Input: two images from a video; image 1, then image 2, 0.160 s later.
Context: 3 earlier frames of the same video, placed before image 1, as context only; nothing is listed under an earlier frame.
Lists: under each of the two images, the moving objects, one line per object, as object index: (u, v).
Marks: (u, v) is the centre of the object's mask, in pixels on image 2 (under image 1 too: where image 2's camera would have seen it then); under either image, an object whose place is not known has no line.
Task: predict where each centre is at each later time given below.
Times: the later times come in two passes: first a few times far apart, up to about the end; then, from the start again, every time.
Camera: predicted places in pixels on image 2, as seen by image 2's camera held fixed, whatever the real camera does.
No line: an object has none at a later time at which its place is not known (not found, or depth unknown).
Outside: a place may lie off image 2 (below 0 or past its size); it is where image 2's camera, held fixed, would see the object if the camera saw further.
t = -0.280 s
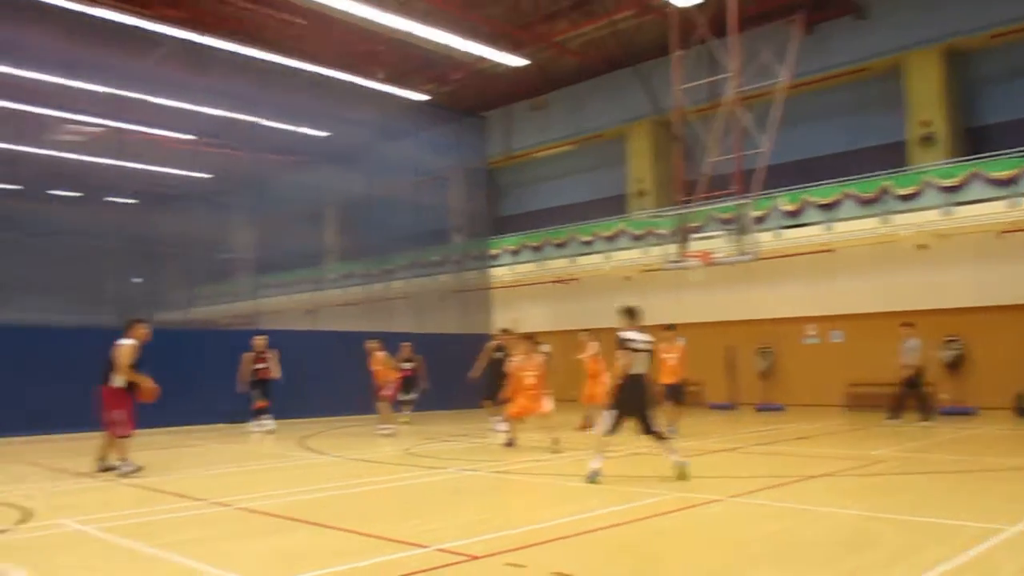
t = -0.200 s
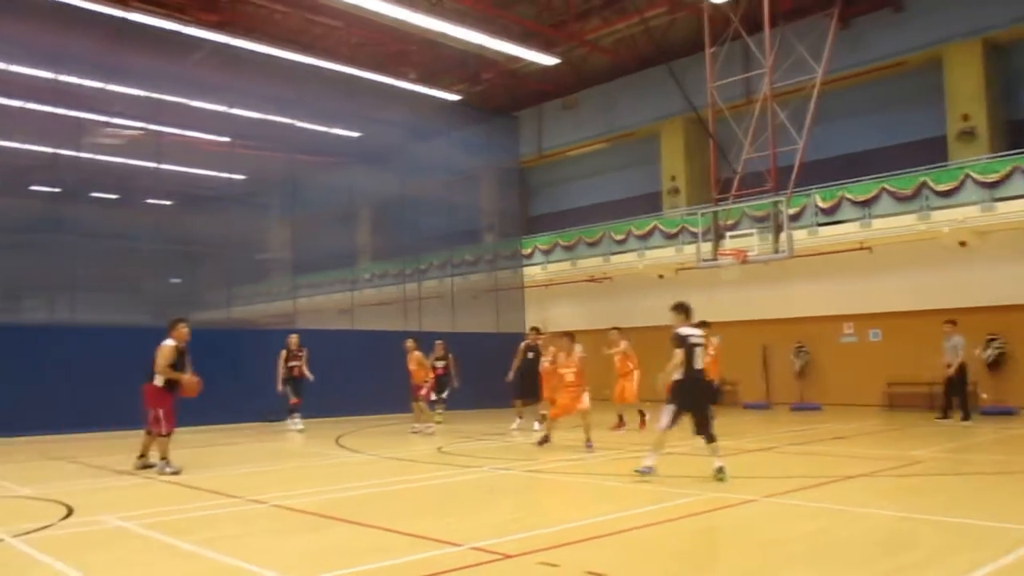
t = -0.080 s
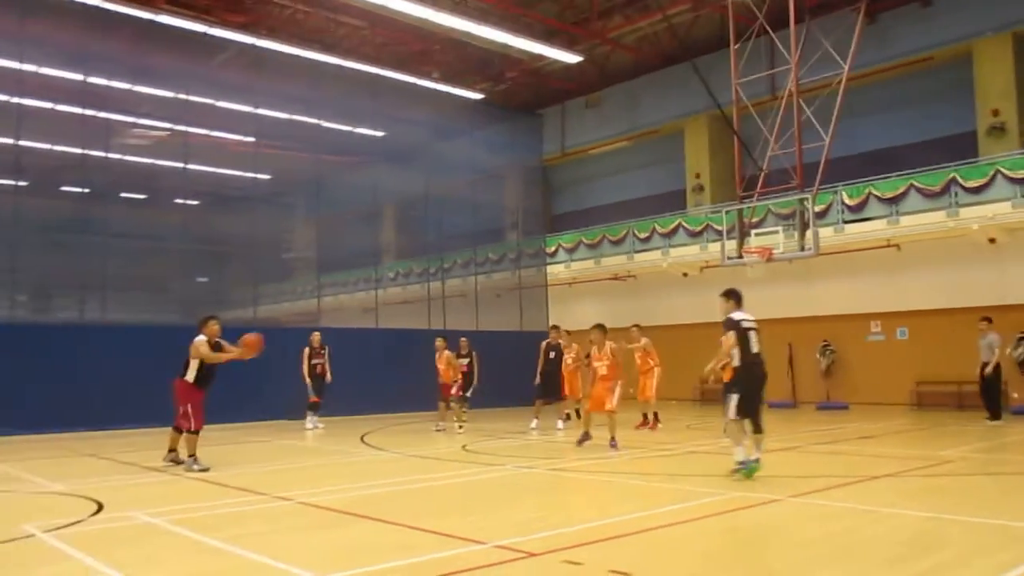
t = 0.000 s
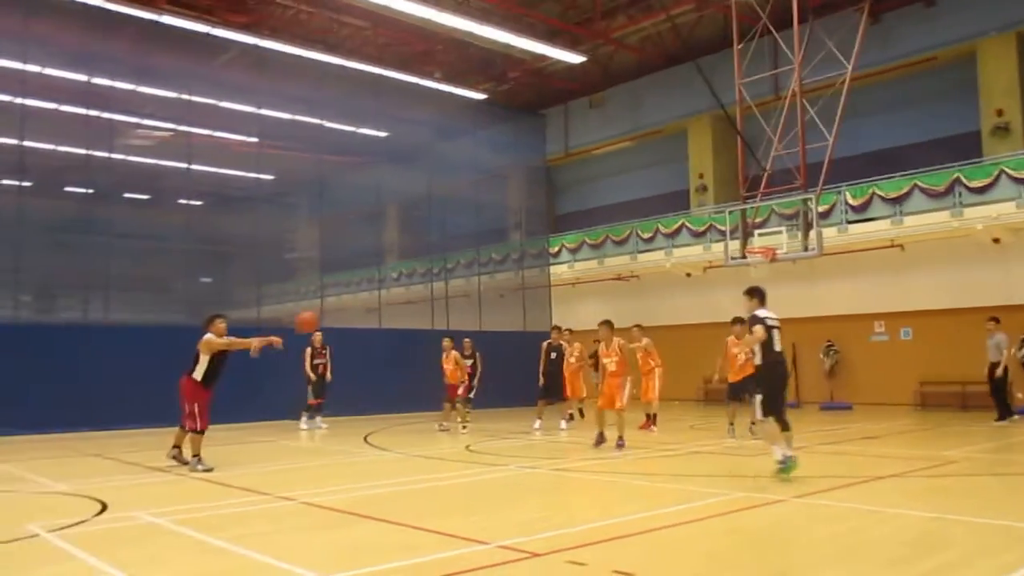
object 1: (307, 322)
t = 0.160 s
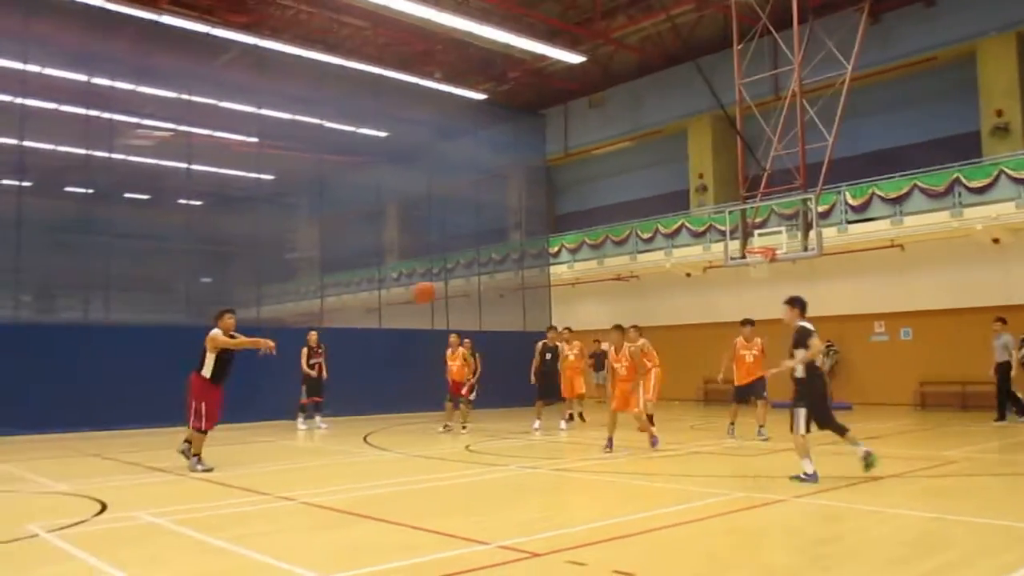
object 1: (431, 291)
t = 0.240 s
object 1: (487, 284)
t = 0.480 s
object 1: (689, 292)
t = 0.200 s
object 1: (456, 287)
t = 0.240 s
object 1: (487, 284)
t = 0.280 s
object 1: (519, 281)
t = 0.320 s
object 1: (551, 281)
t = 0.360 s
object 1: (583, 283)
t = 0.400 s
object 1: (618, 284)
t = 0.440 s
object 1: (653, 286)
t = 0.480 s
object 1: (689, 292)
